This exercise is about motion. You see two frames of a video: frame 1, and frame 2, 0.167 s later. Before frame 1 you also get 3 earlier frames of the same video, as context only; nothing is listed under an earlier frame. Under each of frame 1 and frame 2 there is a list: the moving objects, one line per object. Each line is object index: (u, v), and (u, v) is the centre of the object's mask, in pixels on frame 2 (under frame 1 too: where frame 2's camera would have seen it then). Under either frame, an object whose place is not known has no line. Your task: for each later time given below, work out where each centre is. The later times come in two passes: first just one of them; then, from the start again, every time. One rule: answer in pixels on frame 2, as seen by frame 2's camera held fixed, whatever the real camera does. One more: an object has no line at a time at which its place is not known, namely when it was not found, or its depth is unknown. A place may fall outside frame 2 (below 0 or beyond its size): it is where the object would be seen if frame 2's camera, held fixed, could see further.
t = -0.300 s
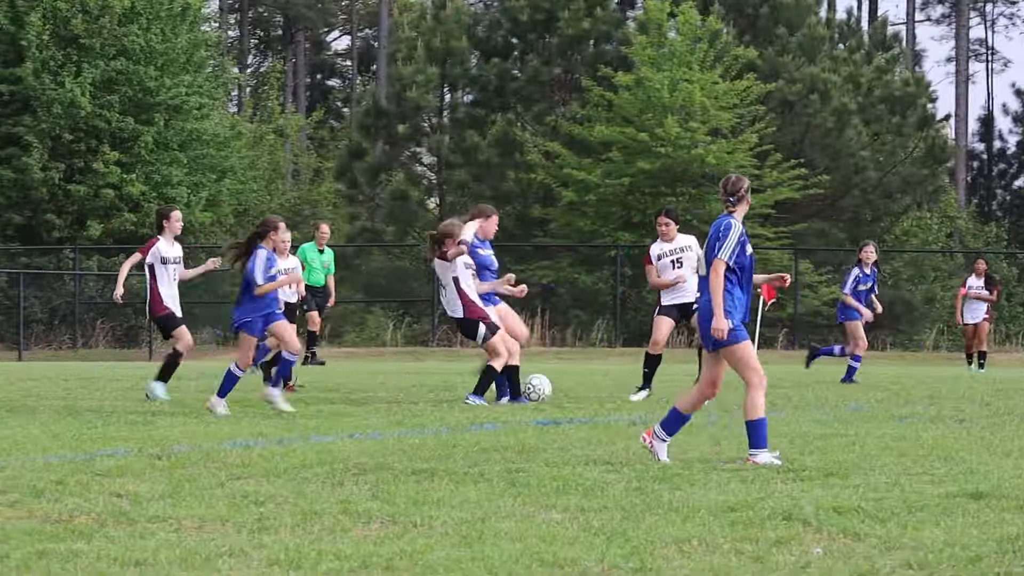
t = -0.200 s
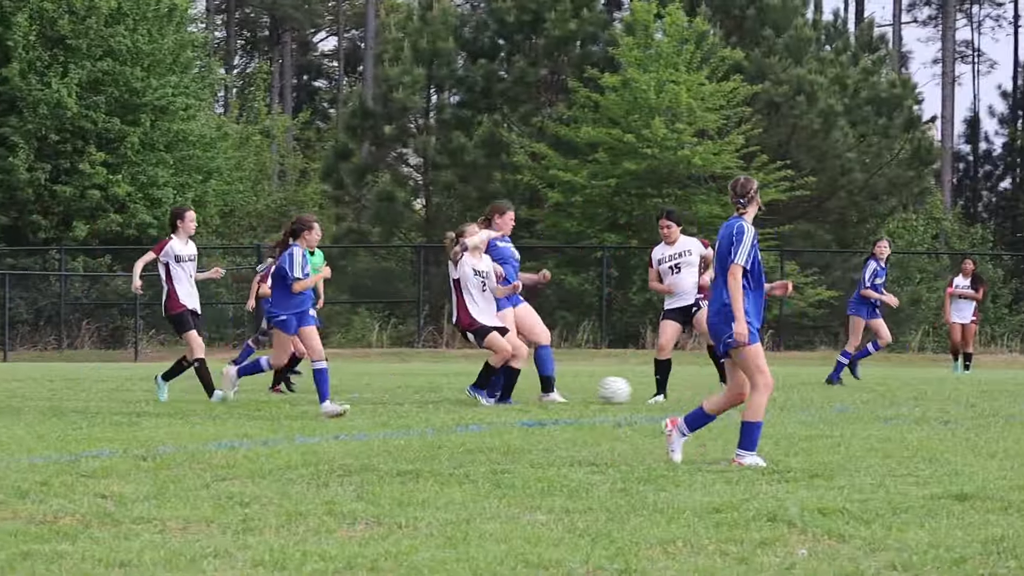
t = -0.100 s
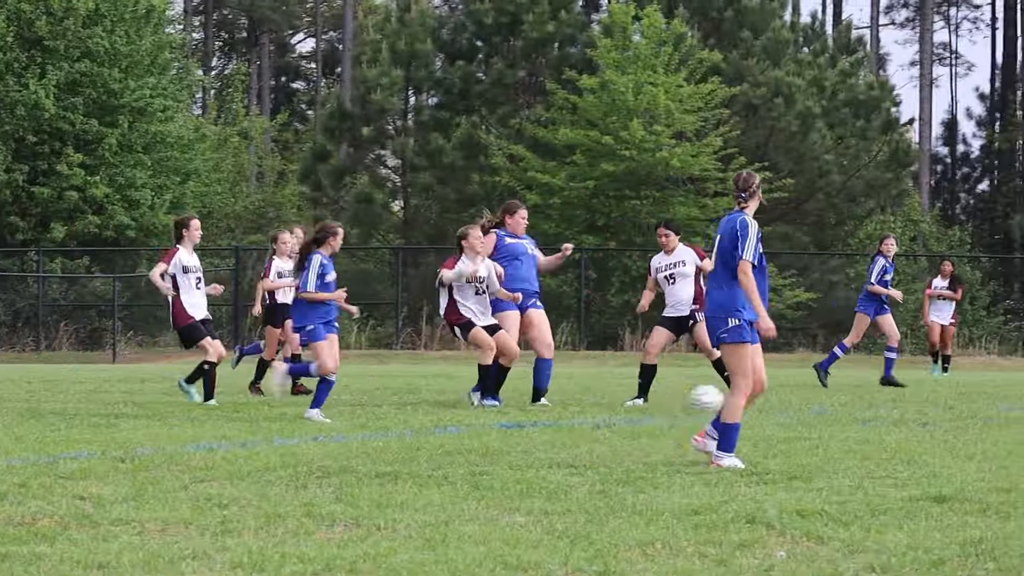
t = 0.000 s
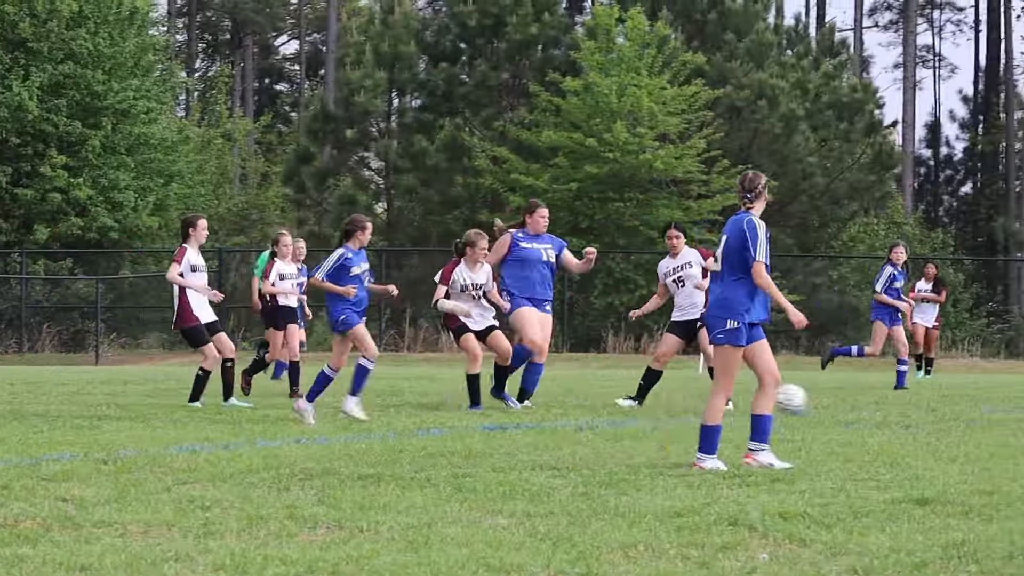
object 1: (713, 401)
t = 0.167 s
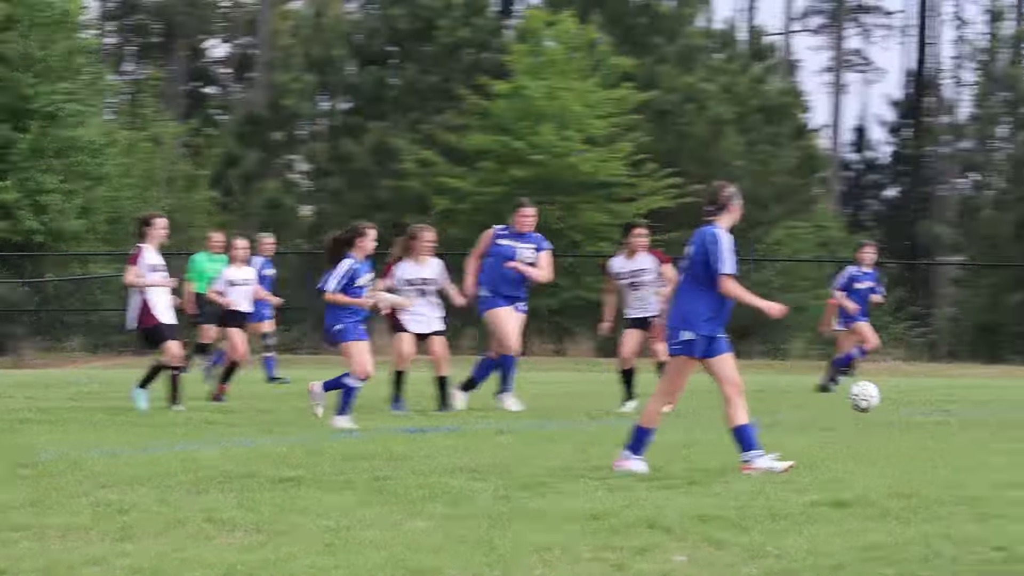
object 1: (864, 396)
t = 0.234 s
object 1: (921, 391)
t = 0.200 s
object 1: (892, 393)
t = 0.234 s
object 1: (921, 391)
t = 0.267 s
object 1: (950, 392)
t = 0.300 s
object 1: (978, 393)
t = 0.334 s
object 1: (1006, 396)
